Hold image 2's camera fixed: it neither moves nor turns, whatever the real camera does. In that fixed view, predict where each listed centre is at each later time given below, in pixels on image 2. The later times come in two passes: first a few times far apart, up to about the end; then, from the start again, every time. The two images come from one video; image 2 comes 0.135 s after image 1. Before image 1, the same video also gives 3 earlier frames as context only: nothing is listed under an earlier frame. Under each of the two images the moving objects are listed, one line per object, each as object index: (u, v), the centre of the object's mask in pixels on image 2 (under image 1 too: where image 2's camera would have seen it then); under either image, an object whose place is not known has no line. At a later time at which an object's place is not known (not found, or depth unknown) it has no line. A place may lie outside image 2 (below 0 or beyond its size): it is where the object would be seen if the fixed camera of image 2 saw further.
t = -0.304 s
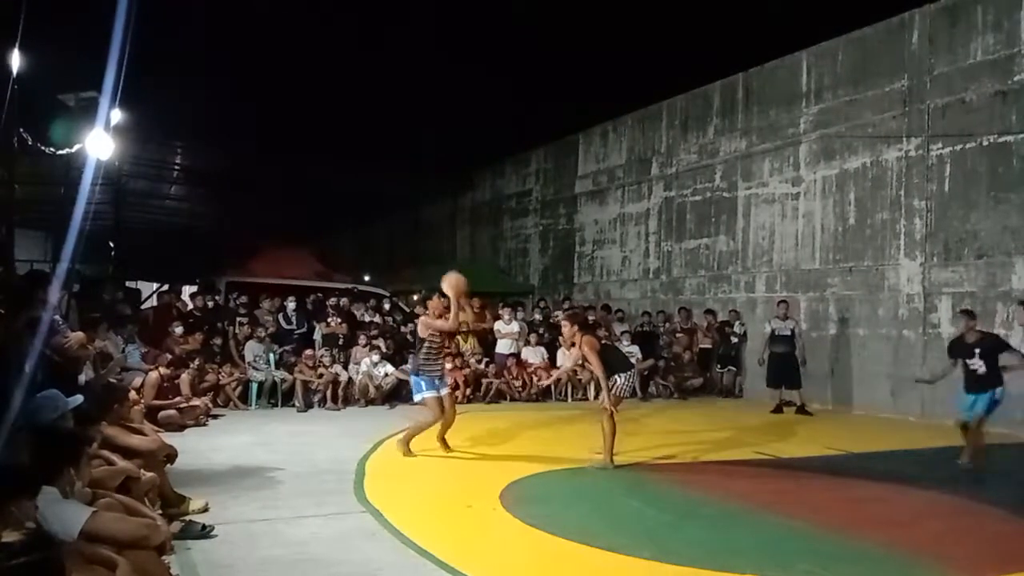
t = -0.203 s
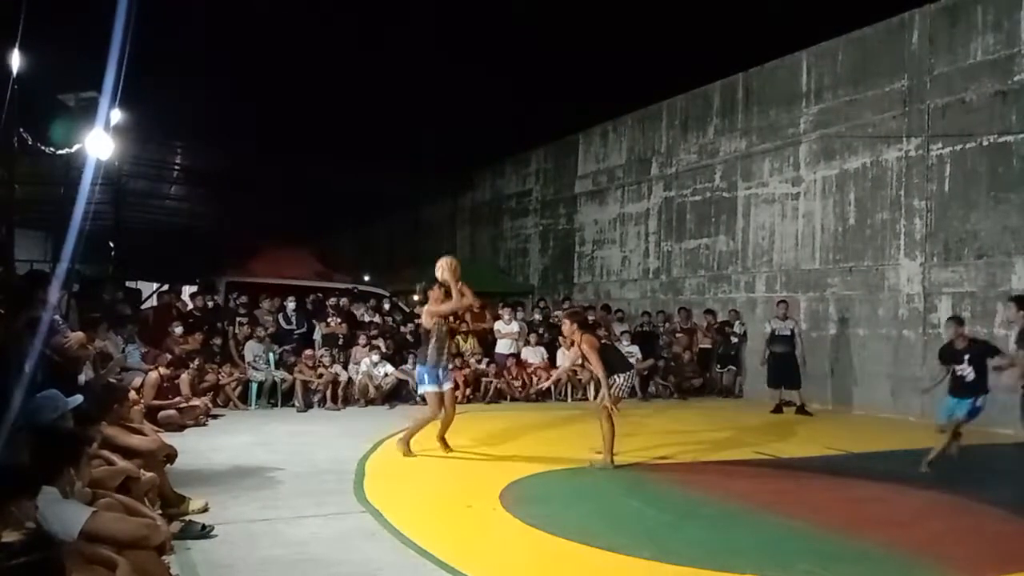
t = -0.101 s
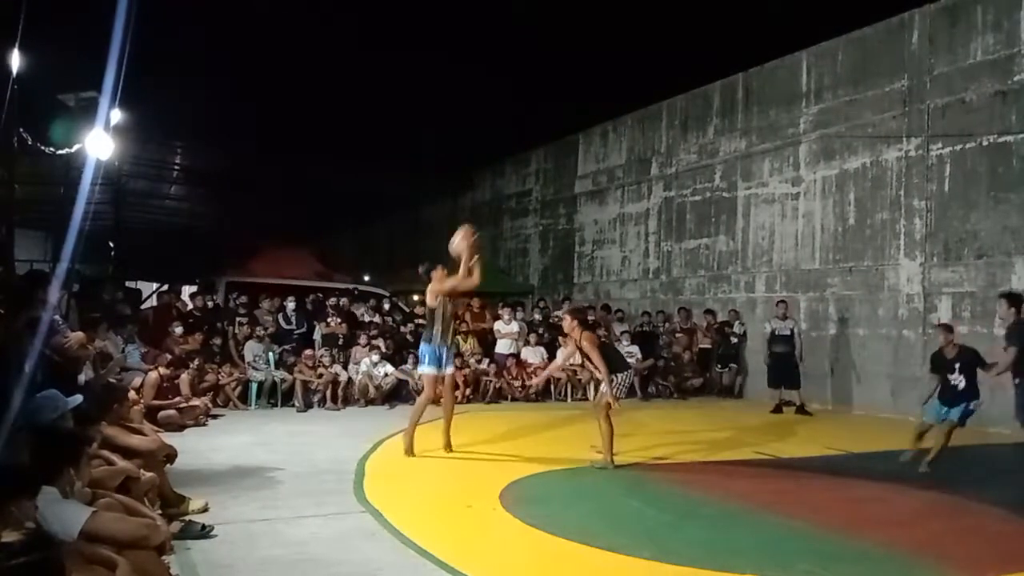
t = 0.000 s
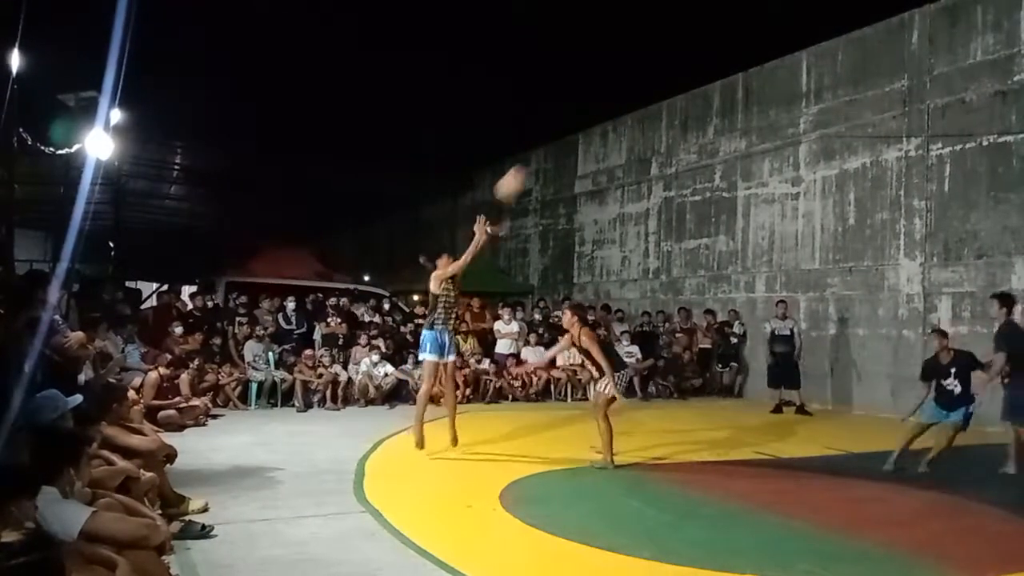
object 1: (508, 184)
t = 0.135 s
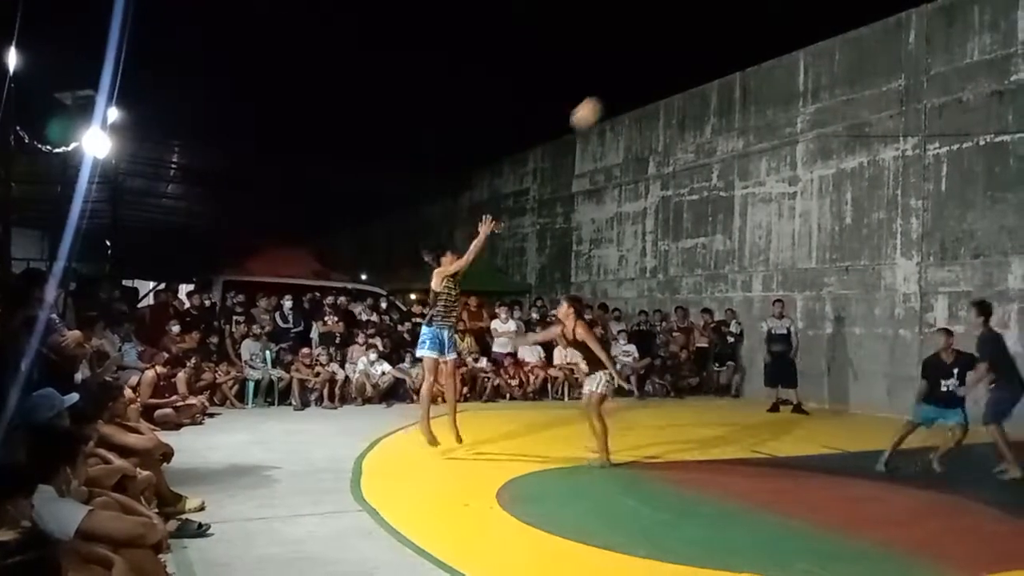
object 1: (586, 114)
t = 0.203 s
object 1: (627, 86)
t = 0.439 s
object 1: (759, 25)
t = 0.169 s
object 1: (606, 99)
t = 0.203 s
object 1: (627, 86)
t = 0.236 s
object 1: (646, 74)
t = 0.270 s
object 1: (665, 62)
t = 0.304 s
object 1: (684, 52)
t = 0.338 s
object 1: (703, 44)
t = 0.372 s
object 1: (722, 36)
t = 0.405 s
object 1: (740, 30)
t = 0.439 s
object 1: (759, 25)
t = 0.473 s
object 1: (777, 21)
